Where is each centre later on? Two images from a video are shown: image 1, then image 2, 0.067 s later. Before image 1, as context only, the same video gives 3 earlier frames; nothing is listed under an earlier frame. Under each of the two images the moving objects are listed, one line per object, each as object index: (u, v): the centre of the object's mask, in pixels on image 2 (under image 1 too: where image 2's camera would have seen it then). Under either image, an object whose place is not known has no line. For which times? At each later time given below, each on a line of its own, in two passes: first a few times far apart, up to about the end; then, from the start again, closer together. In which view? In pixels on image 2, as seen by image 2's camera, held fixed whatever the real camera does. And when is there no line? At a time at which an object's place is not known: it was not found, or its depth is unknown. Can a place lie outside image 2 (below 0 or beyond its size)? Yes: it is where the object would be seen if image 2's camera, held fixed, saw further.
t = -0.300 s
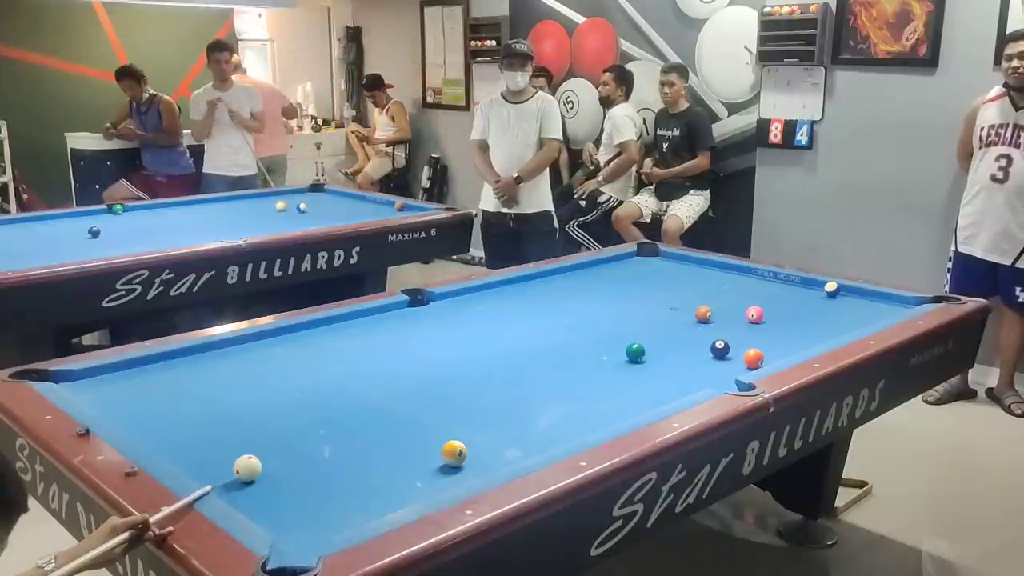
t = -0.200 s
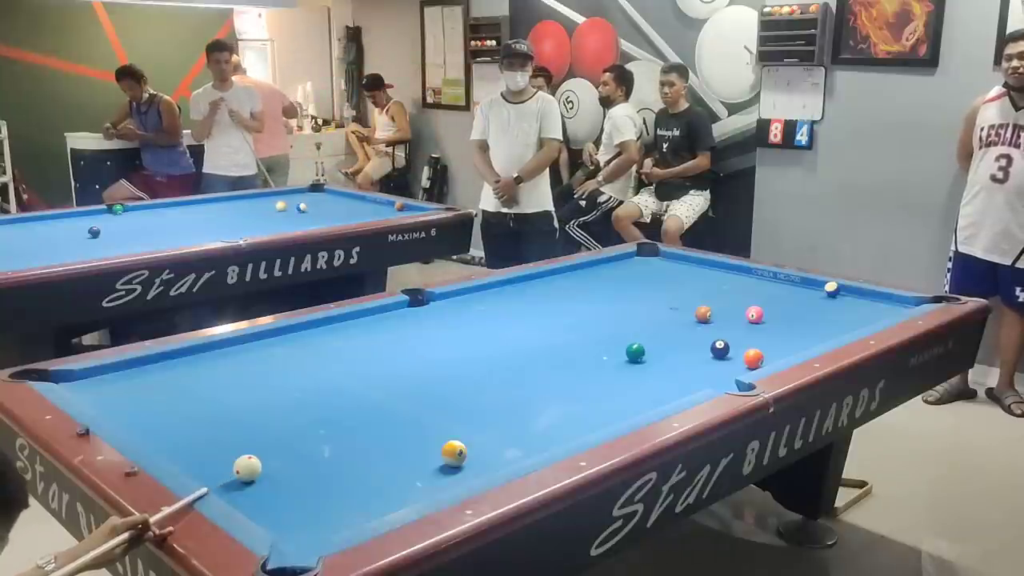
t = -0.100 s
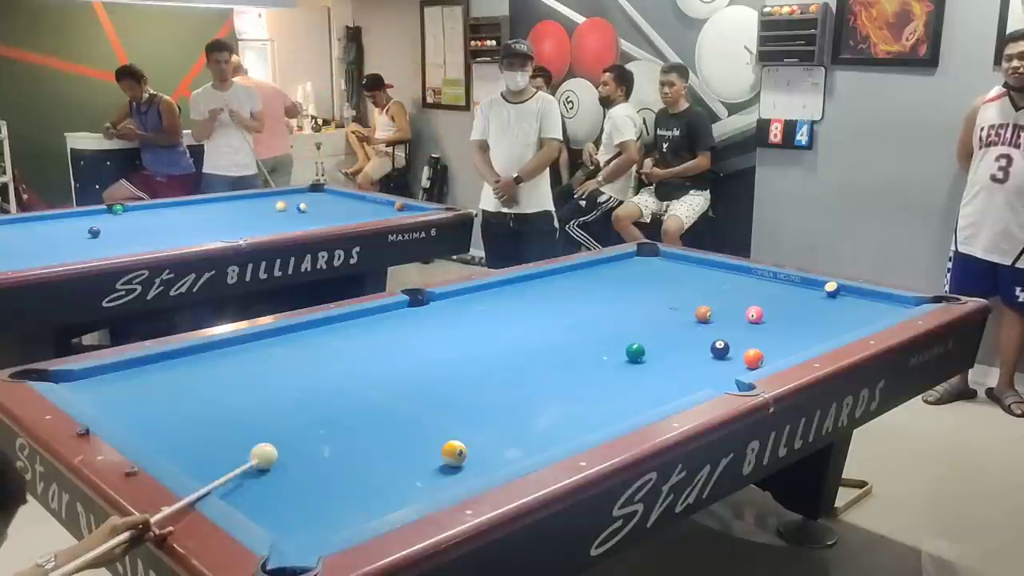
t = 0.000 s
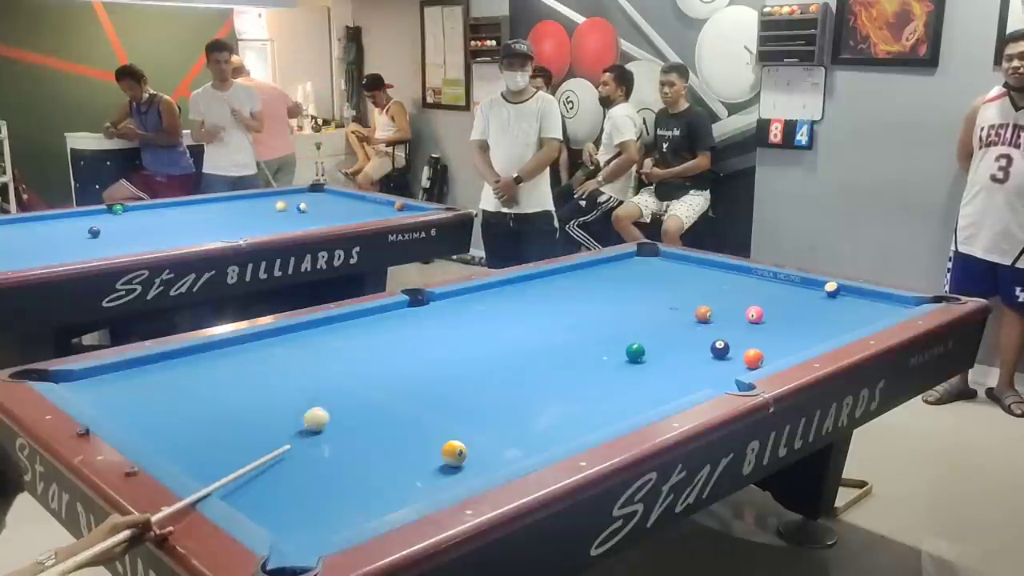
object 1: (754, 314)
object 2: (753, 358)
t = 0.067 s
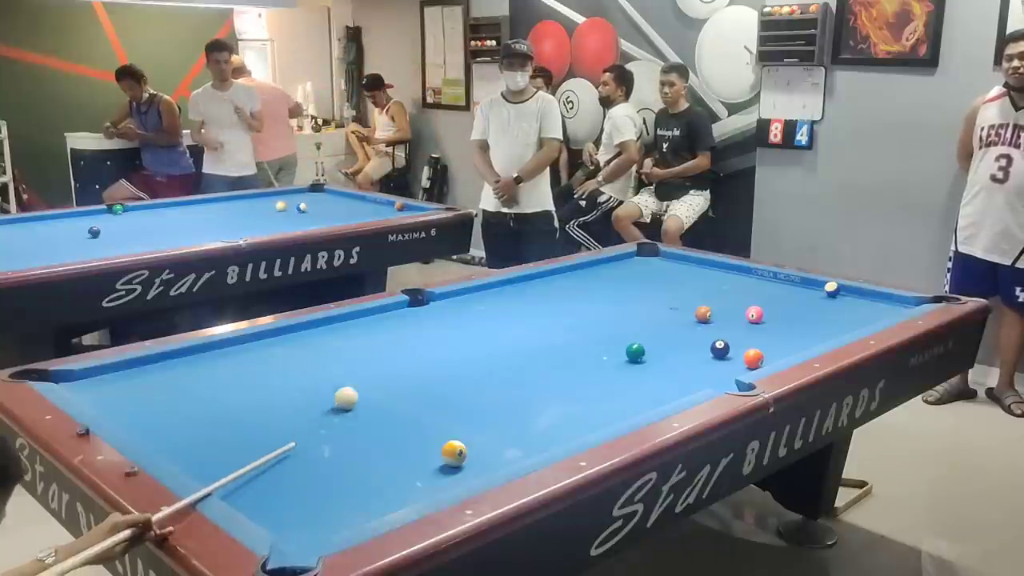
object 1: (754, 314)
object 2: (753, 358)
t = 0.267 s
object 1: (754, 314)
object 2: (753, 358)
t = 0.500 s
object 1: (754, 314)
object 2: (753, 358)
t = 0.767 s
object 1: (754, 314)
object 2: (753, 358)
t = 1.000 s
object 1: (754, 314)
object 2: (753, 358)
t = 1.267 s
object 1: (754, 314)
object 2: (753, 358)
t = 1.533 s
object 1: (754, 314)
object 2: (753, 358)
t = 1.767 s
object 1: (754, 314)
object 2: (753, 358)
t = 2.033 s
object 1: (759, 321)
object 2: (753, 358)
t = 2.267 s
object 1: (766, 336)
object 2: (753, 358)
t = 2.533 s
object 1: (774, 352)
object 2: (753, 358)
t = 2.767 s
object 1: (771, 357)
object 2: (746, 359)
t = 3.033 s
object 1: (765, 359)
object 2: (727, 359)
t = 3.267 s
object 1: (762, 360)
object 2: (712, 358)
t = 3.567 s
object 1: (758, 360)
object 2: (696, 358)
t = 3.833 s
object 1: (757, 361)
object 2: (684, 358)
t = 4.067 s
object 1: (757, 361)
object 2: (675, 357)
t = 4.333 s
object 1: (757, 361)
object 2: (667, 357)
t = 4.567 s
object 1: (757, 361)
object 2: (662, 357)
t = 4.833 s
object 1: (757, 361)
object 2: (658, 357)
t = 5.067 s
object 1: (757, 361)
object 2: (656, 357)
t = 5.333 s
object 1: (757, 361)
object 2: (656, 357)
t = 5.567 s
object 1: (757, 361)
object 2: (656, 357)
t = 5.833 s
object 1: (757, 361)
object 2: (656, 357)
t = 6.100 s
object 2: (656, 357)
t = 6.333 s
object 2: (656, 357)
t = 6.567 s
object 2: (656, 357)
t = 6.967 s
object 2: (655, 357)
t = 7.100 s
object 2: (656, 357)
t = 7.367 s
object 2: (656, 357)
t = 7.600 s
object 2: (656, 357)
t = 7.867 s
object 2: (656, 357)
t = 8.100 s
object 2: (656, 357)
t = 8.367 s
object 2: (656, 357)
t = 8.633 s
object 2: (656, 357)
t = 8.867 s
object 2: (656, 357)
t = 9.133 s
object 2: (656, 357)
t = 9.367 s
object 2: (656, 357)
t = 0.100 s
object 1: (754, 314)
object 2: (753, 358)
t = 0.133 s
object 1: (754, 314)
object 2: (753, 358)
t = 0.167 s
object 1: (754, 314)
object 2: (753, 358)
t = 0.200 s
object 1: (754, 314)
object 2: (753, 358)
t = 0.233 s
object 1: (754, 314)
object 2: (753, 358)
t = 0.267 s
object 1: (754, 314)
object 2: (753, 358)
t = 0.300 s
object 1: (754, 314)
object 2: (753, 358)
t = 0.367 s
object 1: (754, 314)
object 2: (753, 358)
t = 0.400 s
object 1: (754, 314)
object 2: (753, 358)
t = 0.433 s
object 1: (754, 314)
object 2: (753, 358)
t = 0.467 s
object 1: (754, 314)
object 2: (753, 358)
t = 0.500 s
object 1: (754, 314)
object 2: (753, 358)
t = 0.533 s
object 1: (754, 314)
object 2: (753, 358)
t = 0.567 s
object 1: (754, 314)
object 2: (753, 358)
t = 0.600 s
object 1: (754, 314)
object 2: (753, 358)
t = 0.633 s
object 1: (754, 314)
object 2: (753, 358)
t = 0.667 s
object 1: (754, 314)
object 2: (753, 358)
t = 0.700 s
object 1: (754, 314)
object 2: (753, 358)
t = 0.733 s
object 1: (754, 314)
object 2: (753, 358)
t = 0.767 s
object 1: (754, 314)
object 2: (753, 358)
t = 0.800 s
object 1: (754, 314)
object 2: (753, 358)
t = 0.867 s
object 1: (754, 314)
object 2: (753, 358)
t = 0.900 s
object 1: (754, 314)
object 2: (753, 358)
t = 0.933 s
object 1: (754, 314)
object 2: (753, 358)
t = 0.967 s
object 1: (754, 314)
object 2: (753, 358)
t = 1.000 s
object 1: (754, 314)
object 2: (753, 358)
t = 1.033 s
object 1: (754, 314)
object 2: (753, 358)
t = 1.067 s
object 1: (754, 314)
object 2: (753, 358)
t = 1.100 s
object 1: (754, 314)
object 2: (753, 358)
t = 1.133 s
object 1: (754, 314)
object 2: (753, 358)
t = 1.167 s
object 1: (754, 314)
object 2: (753, 358)
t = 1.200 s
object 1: (754, 314)
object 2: (753, 358)
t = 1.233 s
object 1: (754, 314)
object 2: (753, 358)
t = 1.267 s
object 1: (754, 314)
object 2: (753, 358)
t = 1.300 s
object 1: (754, 314)
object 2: (753, 358)
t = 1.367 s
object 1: (754, 314)
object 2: (753, 358)
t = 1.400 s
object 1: (754, 314)
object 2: (753, 358)
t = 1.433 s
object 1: (754, 314)
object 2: (753, 358)
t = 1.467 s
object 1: (754, 314)
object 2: (753, 358)
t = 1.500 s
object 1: (754, 314)
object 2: (753, 358)
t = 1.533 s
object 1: (754, 314)
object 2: (753, 358)
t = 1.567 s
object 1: (754, 314)
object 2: (753, 358)
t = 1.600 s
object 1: (754, 314)
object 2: (753, 358)
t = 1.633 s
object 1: (754, 314)
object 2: (753, 358)
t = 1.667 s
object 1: (754, 314)
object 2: (753, 358)
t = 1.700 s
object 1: (754, 314)
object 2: (753, 358)
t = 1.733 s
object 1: (754, 314)
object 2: (753, 358)
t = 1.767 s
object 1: (754, 314)
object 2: (753, 358)
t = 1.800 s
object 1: (754, 314)
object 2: (753, 358)
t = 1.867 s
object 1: (755, 315)
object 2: (753, 358)
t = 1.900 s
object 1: (755, 315)
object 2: (753, 358)
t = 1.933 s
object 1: (755, 316)
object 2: (753, 358)
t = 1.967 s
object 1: (757, 318)
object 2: (753, 358)
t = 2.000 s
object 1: (758, 319)
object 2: (753, 358)
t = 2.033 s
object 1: (759, 321)
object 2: (753, 358)
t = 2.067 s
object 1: (759, 324)
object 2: (753, 358)
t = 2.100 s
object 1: (761, 326)
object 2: (753, 358)
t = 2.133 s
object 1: (761, 328)
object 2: (753, 358)
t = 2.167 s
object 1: (763, 330)
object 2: (753, 358)
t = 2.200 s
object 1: (764, 332)
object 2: (753, 358)
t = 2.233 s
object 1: (765, 334)
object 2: (753, 358)
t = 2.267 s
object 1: (766, 336)
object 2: (753, 358)
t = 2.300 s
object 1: (767, 338)
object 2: (753, 359)
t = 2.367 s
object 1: (769, 342)
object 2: (753, 358)
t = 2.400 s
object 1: (770, 344)
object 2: (753, 358)
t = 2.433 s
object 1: (771, 346)
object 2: (753, 358)
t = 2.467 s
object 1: (772, 349)
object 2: (753, 358)
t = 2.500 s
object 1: (773, 350)
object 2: (753, 358)
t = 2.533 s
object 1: (774, 352)
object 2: (753, 358)
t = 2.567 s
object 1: (775, 353)
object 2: (753, 358)
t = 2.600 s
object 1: (776, 355)
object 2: (753, 358)
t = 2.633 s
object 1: (776, 355)
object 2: (753, 358)
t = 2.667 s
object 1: (773, 356)
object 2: (753, 358)
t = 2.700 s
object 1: (772, 357)
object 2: (750, 359)
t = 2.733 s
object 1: (771, 357)
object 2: (748, 359)
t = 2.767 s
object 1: (771, 357)
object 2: (746, 359)
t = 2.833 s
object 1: (769, 358)
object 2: (741, 359)
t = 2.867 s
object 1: (769, 358)
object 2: (738, 358)
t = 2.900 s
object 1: (768, 358)
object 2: (736, 359)
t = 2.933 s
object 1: (767, 358)
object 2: (734, 359)
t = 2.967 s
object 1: (766, 358)
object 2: (731, 359)
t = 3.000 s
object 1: (766, 358)
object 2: (729, 359)
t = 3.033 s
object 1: (765, 359)
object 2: (727, 359)
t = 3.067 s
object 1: (764, 359)
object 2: (725, 359)
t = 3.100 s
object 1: (764, 359)
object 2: (723, 358)
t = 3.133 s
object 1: (763, 359)
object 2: (720, 358)
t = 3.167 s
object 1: (763, 359)
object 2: (719, 359)
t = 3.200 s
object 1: (762, 360)
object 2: (717, 358)
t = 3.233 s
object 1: (762, 360)
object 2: (715, 358)
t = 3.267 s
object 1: (762, 360)
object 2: (712, 358)
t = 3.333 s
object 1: (760, 360)
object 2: (709, 358)
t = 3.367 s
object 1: (760, 360)
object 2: (707, 358)
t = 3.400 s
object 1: (760, 360)
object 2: (705, 358)
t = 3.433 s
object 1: (759, 360)
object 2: (703, 358)
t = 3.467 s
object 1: (759, 360)
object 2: (702, 358)
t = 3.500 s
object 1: (759, 360)
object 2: (700, 358)
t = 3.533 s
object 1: (758, 360)
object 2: (698, 358)
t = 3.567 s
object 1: (758, 360)
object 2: (696, 358)
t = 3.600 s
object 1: (758, 360)
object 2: (695, 358)
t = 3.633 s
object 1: (757, 361)
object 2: (693, 358)
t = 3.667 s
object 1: (757, 361)
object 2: (691, 358)
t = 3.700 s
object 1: (757, 361)
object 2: (690, 358)
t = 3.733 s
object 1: (757, 361)
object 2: (688, 358)
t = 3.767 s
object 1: (757, 361)
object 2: (687, 358)
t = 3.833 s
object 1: (757, 361)
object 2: (684, 358)
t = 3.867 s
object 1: (757, 361)
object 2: (683, 357)
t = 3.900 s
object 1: (757, 361)
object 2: (681, 358)
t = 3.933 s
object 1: (757, 361)
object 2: (680, 357)
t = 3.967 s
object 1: (757, 361)
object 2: (679, 357)
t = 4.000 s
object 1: (757, 361)
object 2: (677, 357)
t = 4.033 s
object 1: (757, 361)
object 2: (676, 357)
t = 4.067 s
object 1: (757, 361)
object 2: (675, 357)
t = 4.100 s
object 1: (757, 361)
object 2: (674, 357)
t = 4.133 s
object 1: (757, 361)
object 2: (673, 357)
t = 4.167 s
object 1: (757, 361)
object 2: (672, 357)
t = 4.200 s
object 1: (757, 361)
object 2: (671, 357)
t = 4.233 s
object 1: (757, 361)
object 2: (670, 357)
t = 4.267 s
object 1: (757, 361)
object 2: (669, 357)
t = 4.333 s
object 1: (757, 361)
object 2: (667, 357)
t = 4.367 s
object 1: (757, 361)
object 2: (666, 357)
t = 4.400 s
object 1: (757, 361)
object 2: (665, 357)
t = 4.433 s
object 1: (757, 361)
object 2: (664, 357)
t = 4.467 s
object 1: (757, 361)
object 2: (664, 357)
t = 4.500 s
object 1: (757, 361)
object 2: (663, 357)
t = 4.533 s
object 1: (757, 361)
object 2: (662, 357)
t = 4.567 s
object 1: (757, 361)
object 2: (662, 357)
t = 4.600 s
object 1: (757, 361)
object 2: (661, 357)
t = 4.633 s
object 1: (757, 361)
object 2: (660, 357)
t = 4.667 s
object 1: (757, 361)
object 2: (660, 356)
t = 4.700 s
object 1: (757, 361)
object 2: (659, 357)
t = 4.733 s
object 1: (757, 361)
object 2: (659, 357)
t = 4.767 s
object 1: (757, 361)
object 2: (658, 357)
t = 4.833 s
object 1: (757, 361)
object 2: (658, 357)
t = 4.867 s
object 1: (757, 361)
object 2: (657, 357)
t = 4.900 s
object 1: (757, 361)
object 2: (657, 356)
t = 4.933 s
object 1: (757, 361)
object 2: (656, 356)
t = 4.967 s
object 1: (757, 361)
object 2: (656, 357)
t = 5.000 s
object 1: (757, 361)
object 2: (656, 356)
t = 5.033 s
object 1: (757, 361)
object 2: (656, 357)
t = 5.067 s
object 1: (757, 361)
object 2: (656, 357)
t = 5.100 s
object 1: (757, 361)
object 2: (656, 357)
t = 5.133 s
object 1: (757, 361)
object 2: (656, 357)
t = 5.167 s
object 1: (757, 361)
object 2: (656, 357)
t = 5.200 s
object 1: (757, 361)
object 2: (656, 357)
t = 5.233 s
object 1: (757, 361)
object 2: (655, 357)
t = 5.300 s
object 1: (757, 361)
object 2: (656, 357)
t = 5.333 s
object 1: (757, 361)
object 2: (656, 357)
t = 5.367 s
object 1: (757, 361)
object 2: (656, 357)
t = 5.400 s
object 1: (757, 361)
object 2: (656, 357)
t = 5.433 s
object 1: (757, 361)
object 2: (656, 357)
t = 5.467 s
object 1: (757, 361)
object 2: (656, 357)
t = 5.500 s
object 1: (757, 361)
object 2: (656, 357)
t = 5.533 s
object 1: (757, 361)
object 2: (656, 357)
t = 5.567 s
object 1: (757, 361)
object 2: (656, 357)
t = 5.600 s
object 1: (757, 361)
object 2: (656, 357)
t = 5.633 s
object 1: (757, 361)
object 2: (656, 357)
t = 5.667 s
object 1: (757, 361)
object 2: (656, 357)
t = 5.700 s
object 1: (757, 361)
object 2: (656, 357)
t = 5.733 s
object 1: (757, 361)
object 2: (656, 357)
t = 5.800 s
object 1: (757, 361)
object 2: (656, 357)
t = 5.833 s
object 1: (757, 361)
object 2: (656, 357)
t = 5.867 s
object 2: (656, 357)
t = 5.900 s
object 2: (656, 357)
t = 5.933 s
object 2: (656, 357)
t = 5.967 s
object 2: (656, 357)
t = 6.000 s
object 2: (656, 357)
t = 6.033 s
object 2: (656, 357)
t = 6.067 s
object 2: (656, 357)
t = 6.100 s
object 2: (656, 357)
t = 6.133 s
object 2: (656, 357)
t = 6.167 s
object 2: (656, 357)
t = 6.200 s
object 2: (656, 357)
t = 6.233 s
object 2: (656, 357)
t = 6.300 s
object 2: (656, 357)
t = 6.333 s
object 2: (656, 357)
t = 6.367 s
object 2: (656, 357)
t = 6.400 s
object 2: (656, 357)
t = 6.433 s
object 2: (656, 357)
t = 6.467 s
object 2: (656, 357)
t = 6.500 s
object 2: (656, 357)
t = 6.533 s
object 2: (656, 357)
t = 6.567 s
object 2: (656, 357)
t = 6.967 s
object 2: (655, 357)
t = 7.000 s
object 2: (656, 357)
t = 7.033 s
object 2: (656, 357)
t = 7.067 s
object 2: (656, 357)
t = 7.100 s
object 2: (656, 357)
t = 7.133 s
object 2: (656, 357)
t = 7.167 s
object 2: (656, 357)
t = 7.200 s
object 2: (656, 357)
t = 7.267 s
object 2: (656, 357)
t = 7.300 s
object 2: (656, 357)
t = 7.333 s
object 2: (656, 357)
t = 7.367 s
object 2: (656, 357)
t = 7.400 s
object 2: (656, 357)
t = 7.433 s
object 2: (656, 357)
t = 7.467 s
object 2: (656, 357)
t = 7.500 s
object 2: (656, 357)
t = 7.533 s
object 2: (656, 357)
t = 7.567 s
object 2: (656, 357)
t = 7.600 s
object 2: (656, 357)
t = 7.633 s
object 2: (656, 357)
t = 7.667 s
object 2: (656, 357)
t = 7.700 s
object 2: (656, 357)
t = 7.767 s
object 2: (656, 357)
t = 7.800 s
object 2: (656, 357)
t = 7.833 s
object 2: (656, 357)
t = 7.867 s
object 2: (656, 357)
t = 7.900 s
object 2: (656, 357)
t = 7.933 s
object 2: (656, 357)
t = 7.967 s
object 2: (656, 357)
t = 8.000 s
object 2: (656, 357)
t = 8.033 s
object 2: (656, 357)
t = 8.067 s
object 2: (656, 357)
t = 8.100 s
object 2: (656, 357)
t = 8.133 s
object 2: (656, 357)
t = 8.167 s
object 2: (656, 357)
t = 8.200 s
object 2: (656, 357)
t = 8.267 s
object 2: (656, 357)
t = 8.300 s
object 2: (656, 357)
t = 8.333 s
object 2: (656, 357)
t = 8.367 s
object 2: (656, 357)
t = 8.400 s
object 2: (656, 357)
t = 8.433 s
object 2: (656, 357)
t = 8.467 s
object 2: (656, 357)
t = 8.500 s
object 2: (656, 357)
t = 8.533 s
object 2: (656, 357)
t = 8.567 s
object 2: (656, 357)
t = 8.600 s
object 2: (656, 357)
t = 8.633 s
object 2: (656, 357)
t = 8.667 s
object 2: (656, 357)
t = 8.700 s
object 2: (656, 357)
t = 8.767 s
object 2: (656, 357)
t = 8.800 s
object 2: (656, 357)
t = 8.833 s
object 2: (656, 357)
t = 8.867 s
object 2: (656, 357)
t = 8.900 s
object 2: (656, 357)
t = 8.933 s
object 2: (656, 357)
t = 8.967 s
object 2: (656, 357)
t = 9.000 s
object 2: (656, 357)
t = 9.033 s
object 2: (656, 357)
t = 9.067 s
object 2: (656, 357)
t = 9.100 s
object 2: (656, 357)
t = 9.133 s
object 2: (656, 357)
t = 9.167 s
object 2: (656, 357)
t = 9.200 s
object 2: (656, 357)
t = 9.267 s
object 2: (656, 357)
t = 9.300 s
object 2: (656, 357)
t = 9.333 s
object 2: (656, 357)
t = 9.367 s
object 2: (656, 357)
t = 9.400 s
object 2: (656, 357)
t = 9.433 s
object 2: (656, 357)
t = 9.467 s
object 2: (656, 357)
